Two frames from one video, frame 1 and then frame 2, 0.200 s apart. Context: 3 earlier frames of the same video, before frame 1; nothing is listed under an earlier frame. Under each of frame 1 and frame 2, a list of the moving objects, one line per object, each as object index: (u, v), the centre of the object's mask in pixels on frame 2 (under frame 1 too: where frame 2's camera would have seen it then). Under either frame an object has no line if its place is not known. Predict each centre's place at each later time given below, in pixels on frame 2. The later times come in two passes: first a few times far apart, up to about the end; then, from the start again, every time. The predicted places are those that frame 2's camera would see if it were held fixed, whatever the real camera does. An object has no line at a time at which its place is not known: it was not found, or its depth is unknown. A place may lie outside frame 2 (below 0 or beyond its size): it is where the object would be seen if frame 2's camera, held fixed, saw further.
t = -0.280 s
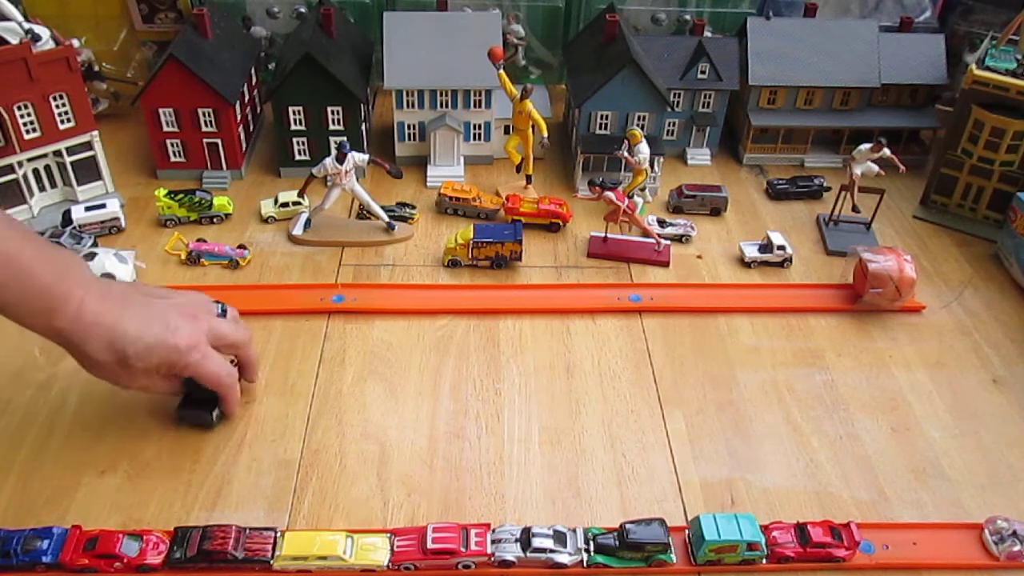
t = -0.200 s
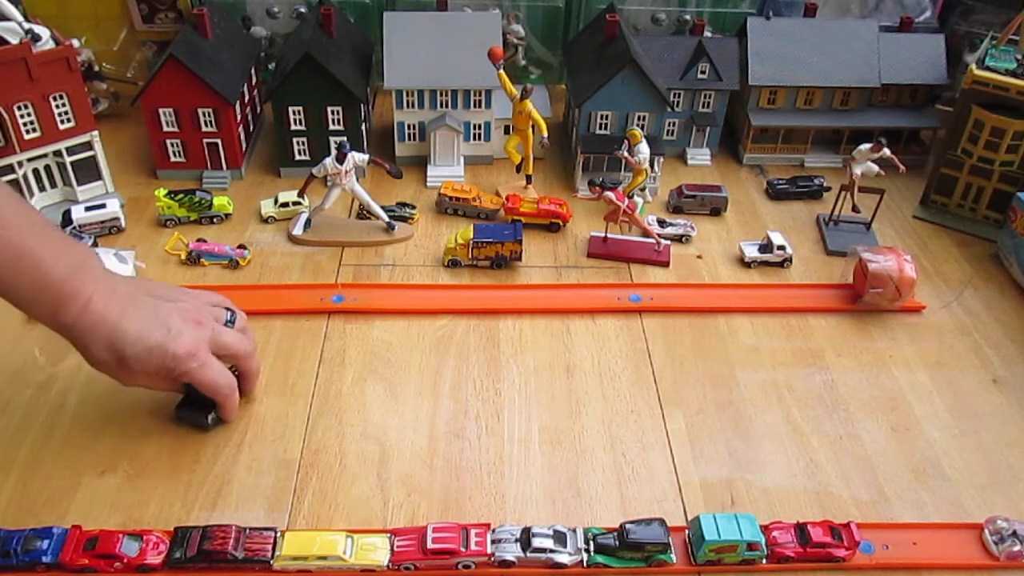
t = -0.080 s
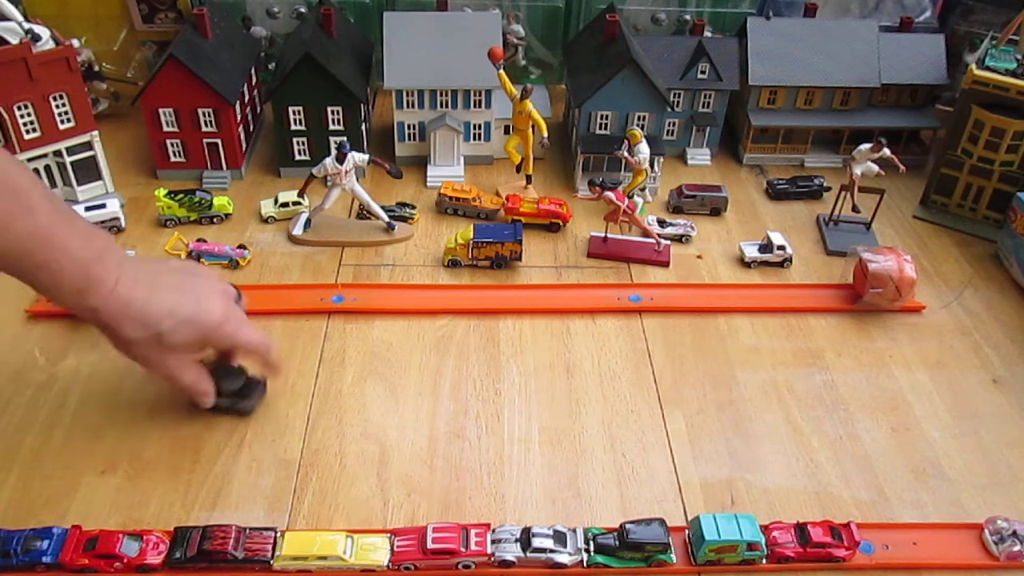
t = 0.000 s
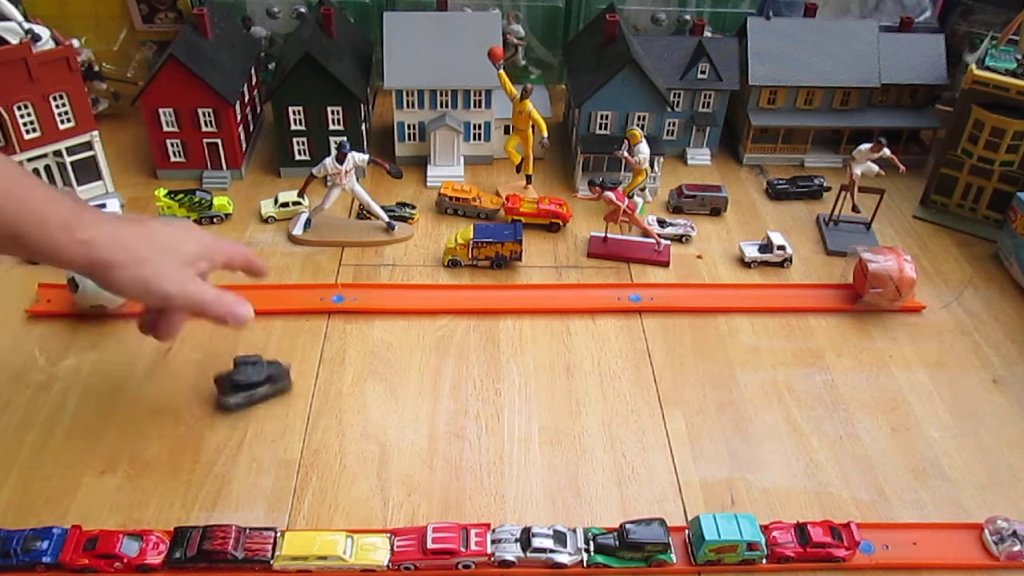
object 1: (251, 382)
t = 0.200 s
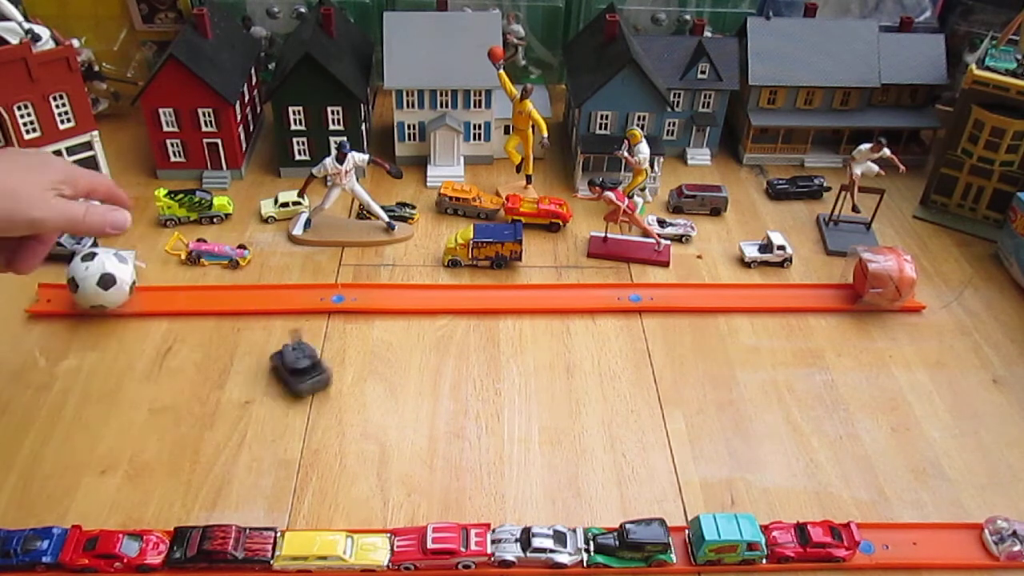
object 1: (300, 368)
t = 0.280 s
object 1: (313, 366)
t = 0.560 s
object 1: (348, 358)
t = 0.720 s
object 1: (354, 362)
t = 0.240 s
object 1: (305, 365)
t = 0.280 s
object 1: (313, 366)
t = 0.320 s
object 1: (322, 363)
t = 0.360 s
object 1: (329, 361)
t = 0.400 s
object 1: (334, 361)
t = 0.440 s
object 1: (340, 360)
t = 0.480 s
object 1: (345, 357)
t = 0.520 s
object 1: (347, 357)
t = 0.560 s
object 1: (348, 358)
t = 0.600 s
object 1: (350, 359)
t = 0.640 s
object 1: (352, 360)
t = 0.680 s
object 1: (354, 361)
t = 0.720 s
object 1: (354, 362)
